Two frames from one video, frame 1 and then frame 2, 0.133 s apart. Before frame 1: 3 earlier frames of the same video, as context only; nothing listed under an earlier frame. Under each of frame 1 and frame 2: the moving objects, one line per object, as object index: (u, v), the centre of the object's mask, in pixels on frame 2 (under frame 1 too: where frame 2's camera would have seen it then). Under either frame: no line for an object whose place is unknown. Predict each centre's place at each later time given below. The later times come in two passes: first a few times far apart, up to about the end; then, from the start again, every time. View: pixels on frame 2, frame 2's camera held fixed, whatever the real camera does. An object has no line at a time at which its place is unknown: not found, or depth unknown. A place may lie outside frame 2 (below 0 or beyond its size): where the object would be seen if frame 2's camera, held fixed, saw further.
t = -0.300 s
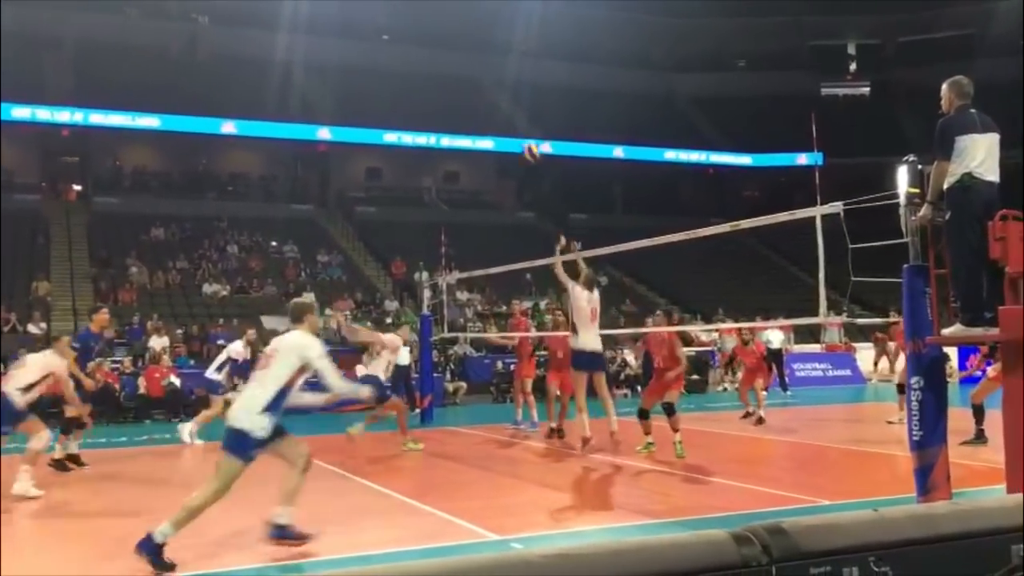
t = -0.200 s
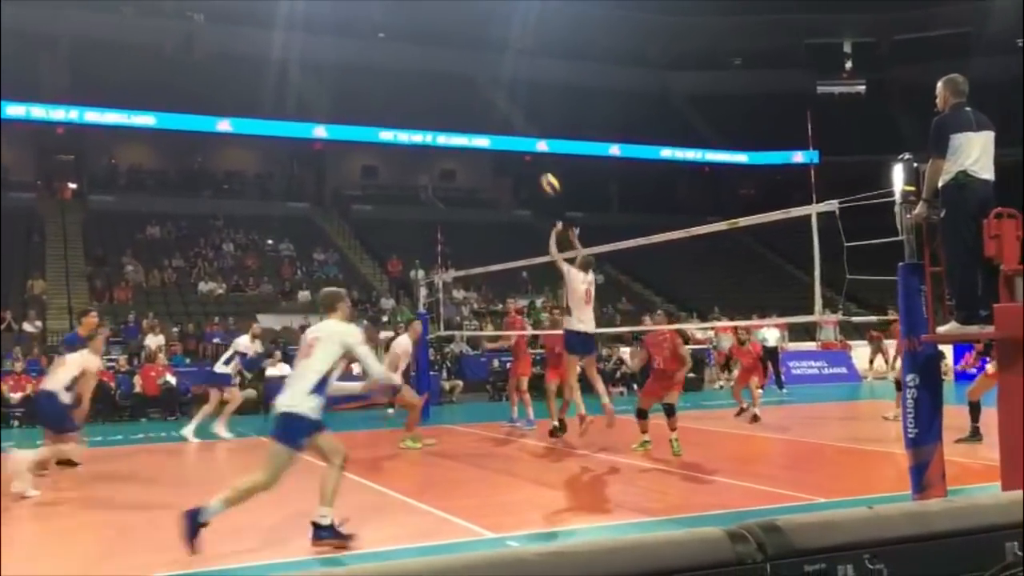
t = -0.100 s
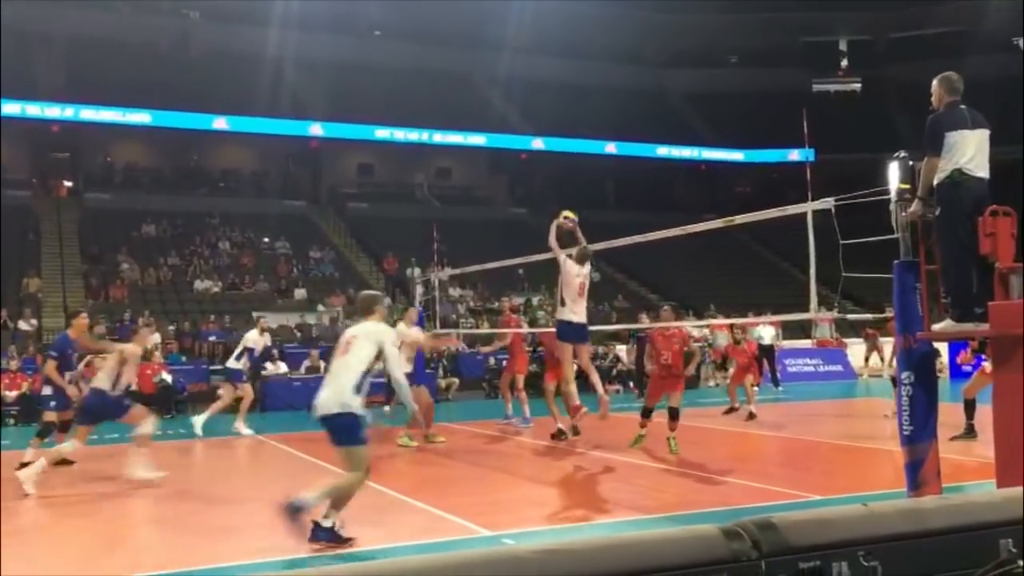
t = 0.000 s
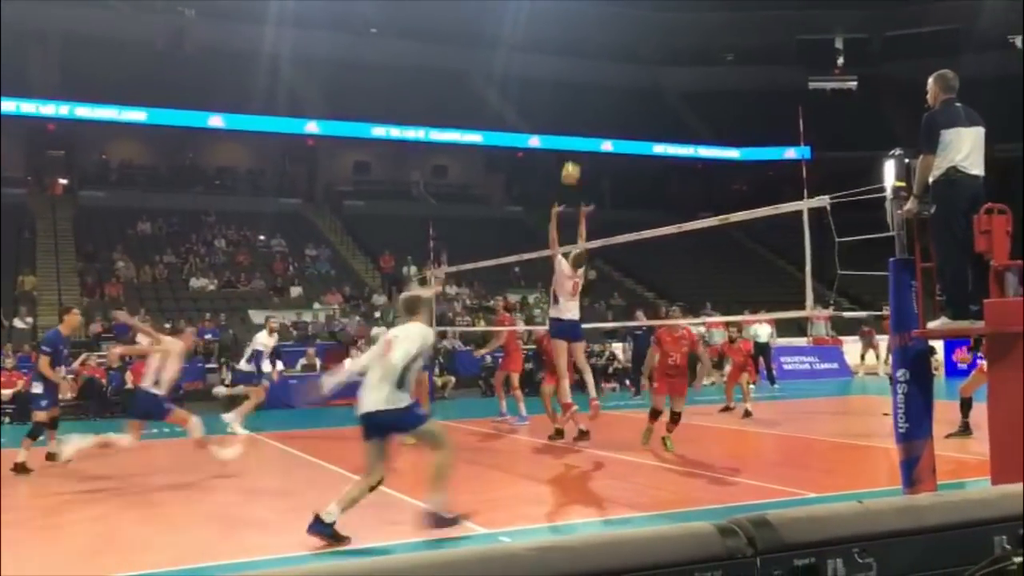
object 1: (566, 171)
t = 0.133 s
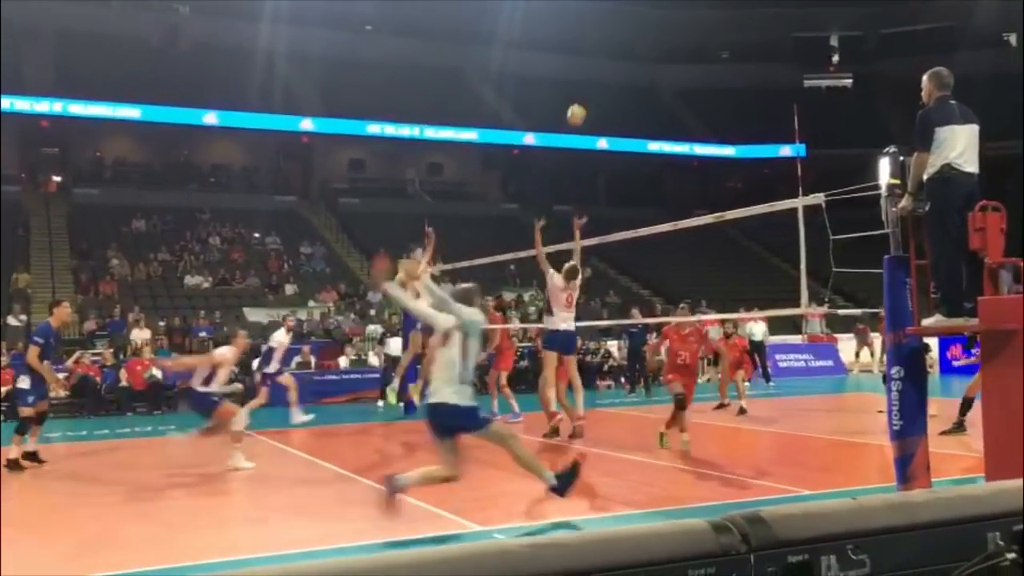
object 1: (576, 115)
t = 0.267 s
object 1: (586, 73)
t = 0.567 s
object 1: (612, 34)
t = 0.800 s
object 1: (637, 64)
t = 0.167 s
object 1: (578, 104)
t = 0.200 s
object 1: (581, 93)
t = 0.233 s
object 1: (584, 83)
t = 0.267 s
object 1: (586, 73)
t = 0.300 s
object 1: (589, 65)
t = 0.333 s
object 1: (591, 57)
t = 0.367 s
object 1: (594, 51)
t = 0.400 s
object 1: (597, 46)
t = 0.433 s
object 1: (599, 42)
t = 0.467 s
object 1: (602, 38)
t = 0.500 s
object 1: (606, 36)
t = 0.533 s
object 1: (609, 34)
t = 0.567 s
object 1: (612, 34)
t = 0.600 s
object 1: (615, 35)
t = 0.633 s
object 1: (619, 37)
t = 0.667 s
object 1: (622, 40)
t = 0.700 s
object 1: (626, 44)
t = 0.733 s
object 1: (629, 50)
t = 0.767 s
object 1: (633, 57)
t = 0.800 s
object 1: (637, 64)
